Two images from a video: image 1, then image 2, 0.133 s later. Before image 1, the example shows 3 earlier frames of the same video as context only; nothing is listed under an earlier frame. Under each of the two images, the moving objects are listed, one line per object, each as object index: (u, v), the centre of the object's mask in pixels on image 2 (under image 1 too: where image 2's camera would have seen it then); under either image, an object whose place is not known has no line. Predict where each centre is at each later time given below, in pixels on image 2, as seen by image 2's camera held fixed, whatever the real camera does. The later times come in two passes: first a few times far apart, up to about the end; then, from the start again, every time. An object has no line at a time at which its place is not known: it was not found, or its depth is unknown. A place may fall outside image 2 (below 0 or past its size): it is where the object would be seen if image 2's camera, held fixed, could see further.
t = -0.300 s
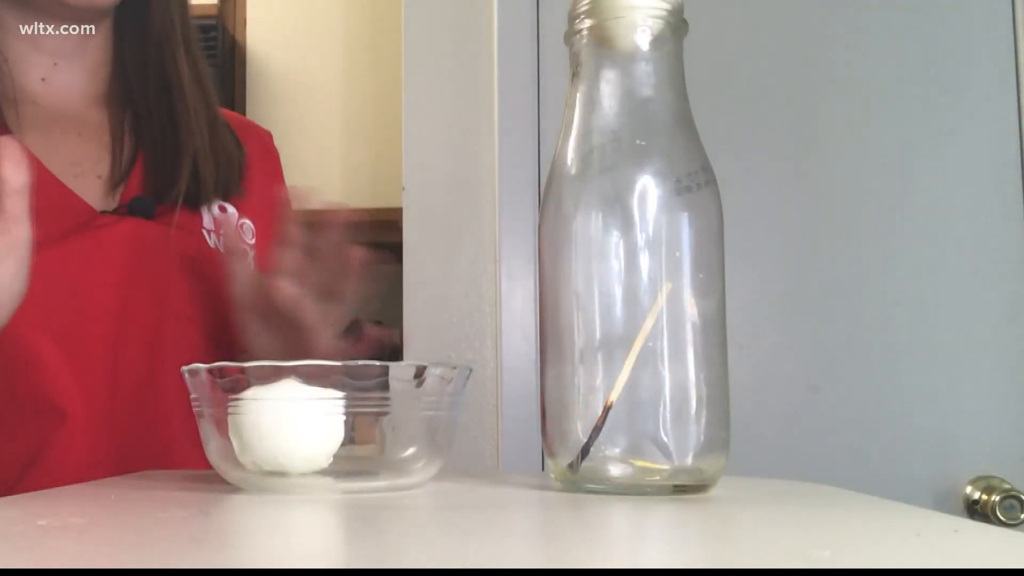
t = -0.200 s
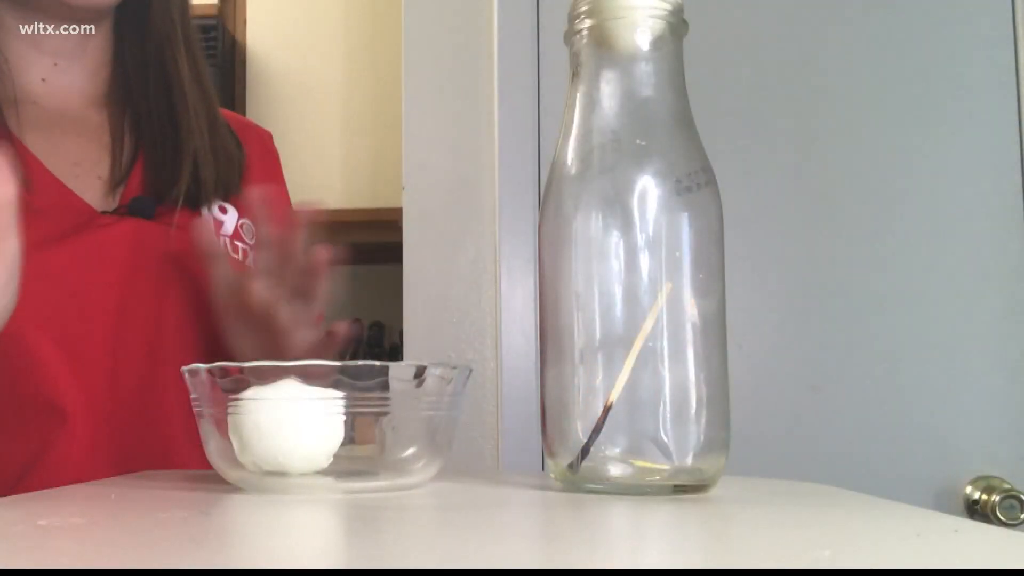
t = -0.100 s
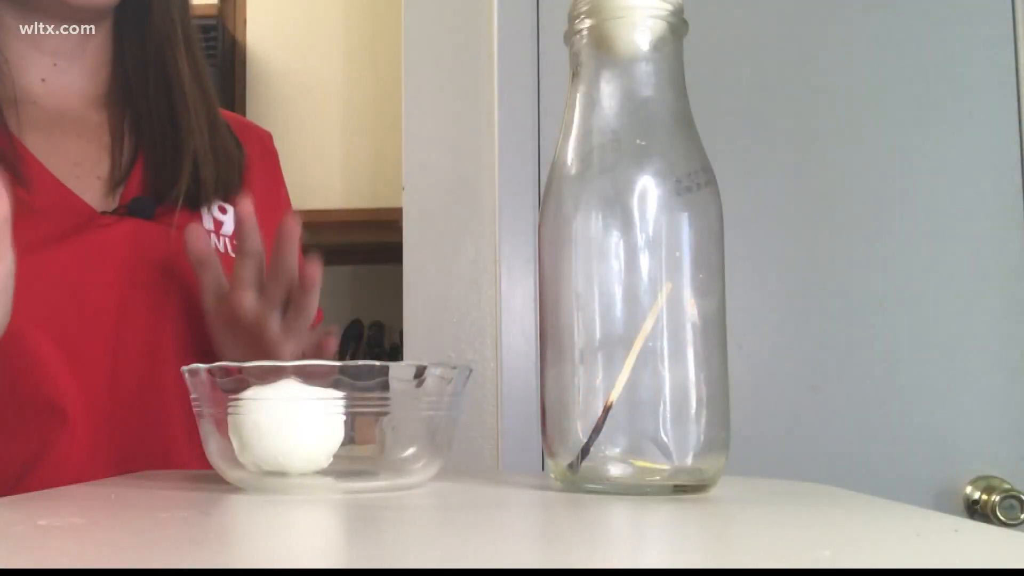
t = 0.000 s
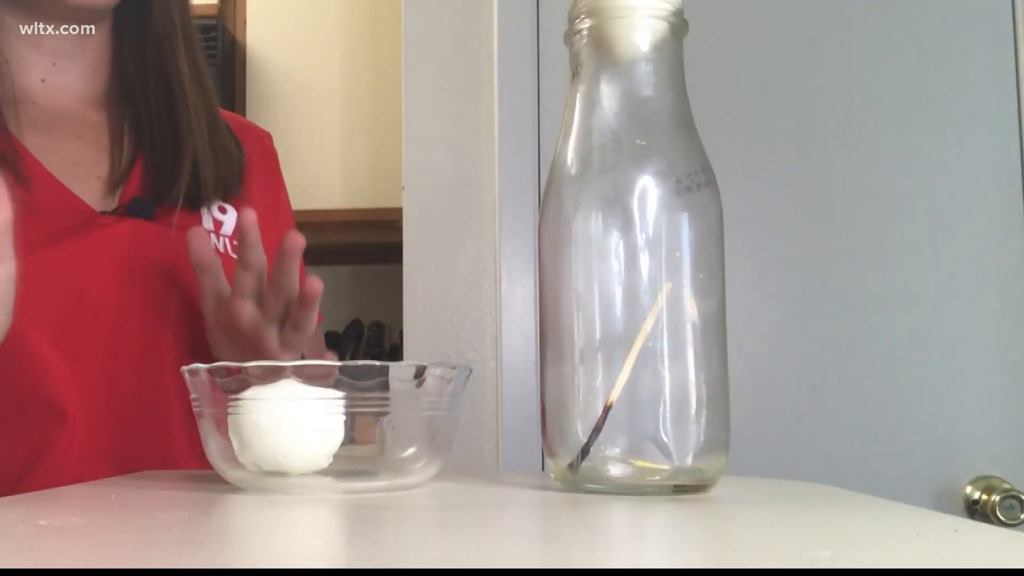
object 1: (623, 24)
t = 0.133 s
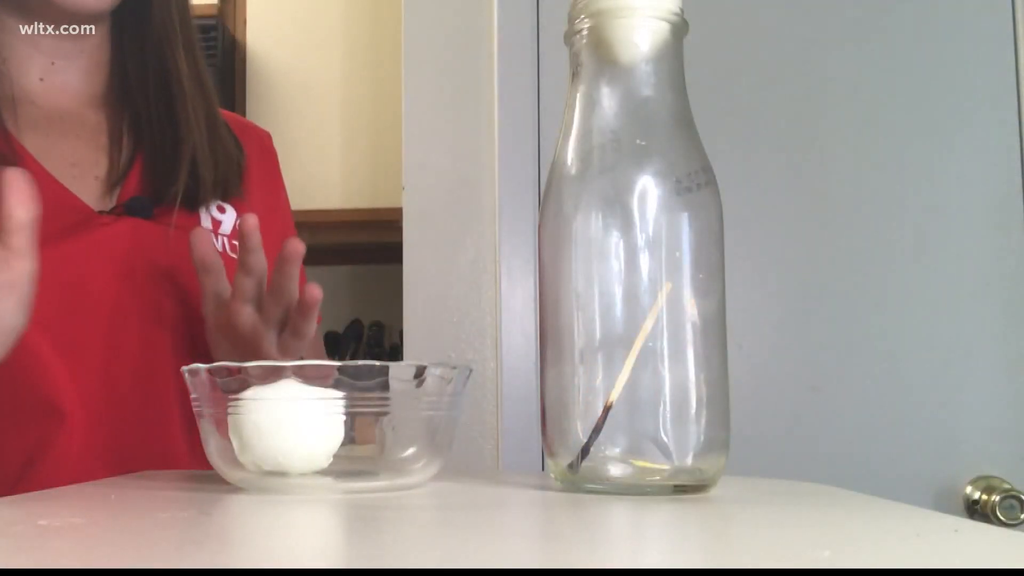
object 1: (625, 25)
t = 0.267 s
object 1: (626, 29)
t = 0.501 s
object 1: (627, 43)
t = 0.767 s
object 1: (627, 62)
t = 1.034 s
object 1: (627, 75)
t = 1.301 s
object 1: (649, 220)
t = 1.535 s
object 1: (648, 411)
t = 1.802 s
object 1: (644, 415)
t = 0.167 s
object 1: (625, 25)
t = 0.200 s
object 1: (626, 26)
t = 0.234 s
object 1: (626, 27)
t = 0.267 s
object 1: (626, 29)
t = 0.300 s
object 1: (627, 30)
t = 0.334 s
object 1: (627, 30)
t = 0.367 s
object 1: (626, 32)
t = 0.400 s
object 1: (626, 34)
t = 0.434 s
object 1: (626, 36)
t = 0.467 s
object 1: (627, 39)
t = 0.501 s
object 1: (627, 43)
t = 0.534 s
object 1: (627, 45)
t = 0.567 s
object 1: (627, 50)
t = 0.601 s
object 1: (627, 54)
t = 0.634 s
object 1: (626, 57)
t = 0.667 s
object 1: (627, 58)
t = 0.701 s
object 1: (627, 59)
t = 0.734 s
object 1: (627, 61)
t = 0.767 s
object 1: (627, 62)
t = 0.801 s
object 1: (627, 64)
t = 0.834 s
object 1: (627, 65)
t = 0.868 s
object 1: (627, 67)
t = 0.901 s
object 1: (627, 70)
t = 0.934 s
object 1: (628, 71)
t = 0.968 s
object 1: (628, 73)
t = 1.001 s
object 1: (627, 74)
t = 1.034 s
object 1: (627, 75)
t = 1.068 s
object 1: (628, 77)
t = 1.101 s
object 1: (628, 79)
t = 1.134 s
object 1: (629, 81)
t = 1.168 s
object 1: (631, 87)
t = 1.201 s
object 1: (630, 91)
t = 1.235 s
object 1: (637, 120)
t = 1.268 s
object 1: (643, 145)
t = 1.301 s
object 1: (649, 220)
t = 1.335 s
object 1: (655, 299)
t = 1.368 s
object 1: (654, 328)
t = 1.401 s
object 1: (642, 354)
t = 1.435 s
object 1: (637, 382)
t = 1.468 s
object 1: (639, 393)
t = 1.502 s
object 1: (641, 415)
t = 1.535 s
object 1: (648, 411)
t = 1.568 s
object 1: (655, 410)
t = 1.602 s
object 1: (654, 413)
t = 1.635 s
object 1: (652, 414)
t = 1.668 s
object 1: (651, 414)
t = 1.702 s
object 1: (649, 414)
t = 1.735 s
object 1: (648, 414)
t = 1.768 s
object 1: (645, 414)
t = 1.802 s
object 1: (644, 415)
